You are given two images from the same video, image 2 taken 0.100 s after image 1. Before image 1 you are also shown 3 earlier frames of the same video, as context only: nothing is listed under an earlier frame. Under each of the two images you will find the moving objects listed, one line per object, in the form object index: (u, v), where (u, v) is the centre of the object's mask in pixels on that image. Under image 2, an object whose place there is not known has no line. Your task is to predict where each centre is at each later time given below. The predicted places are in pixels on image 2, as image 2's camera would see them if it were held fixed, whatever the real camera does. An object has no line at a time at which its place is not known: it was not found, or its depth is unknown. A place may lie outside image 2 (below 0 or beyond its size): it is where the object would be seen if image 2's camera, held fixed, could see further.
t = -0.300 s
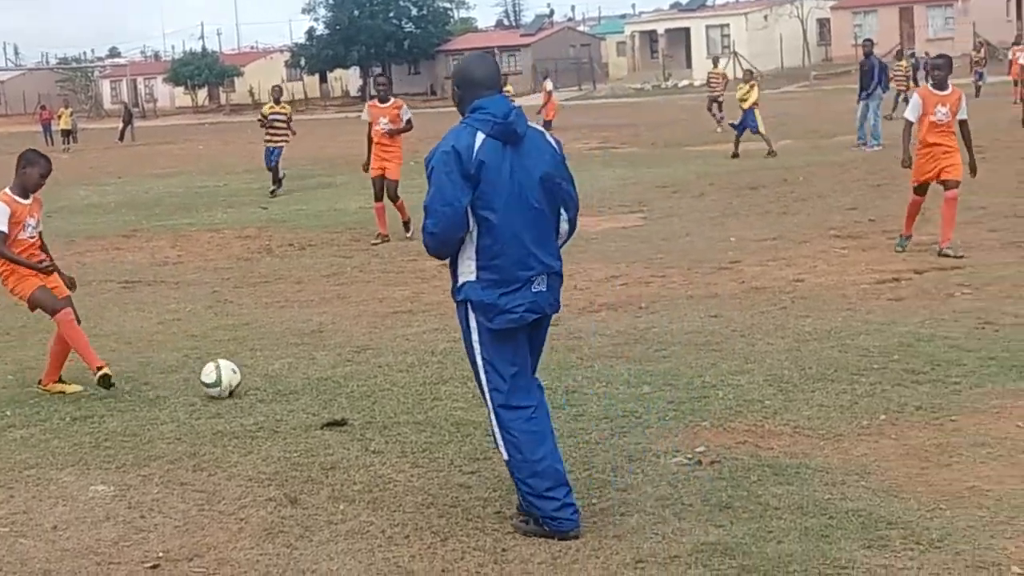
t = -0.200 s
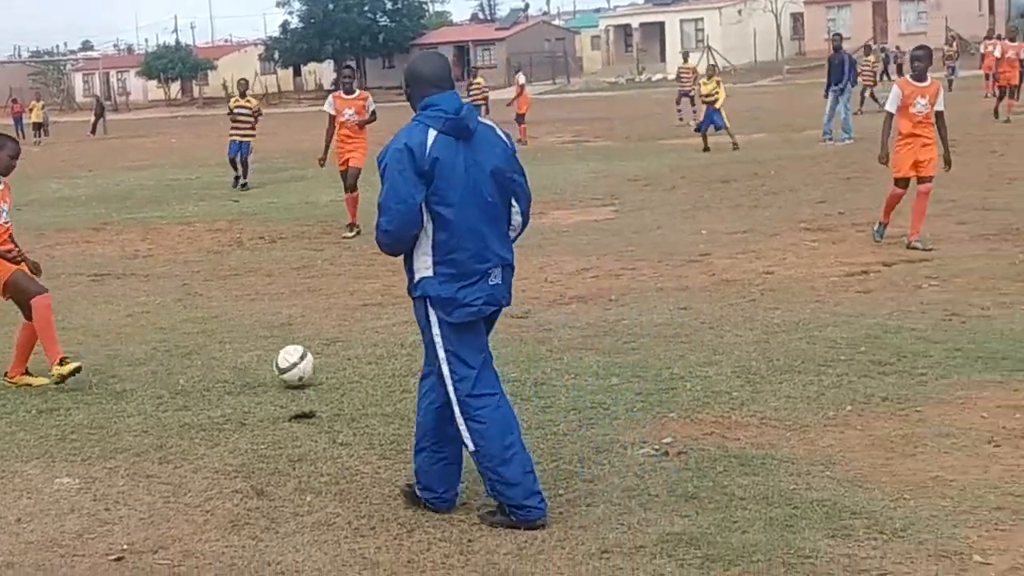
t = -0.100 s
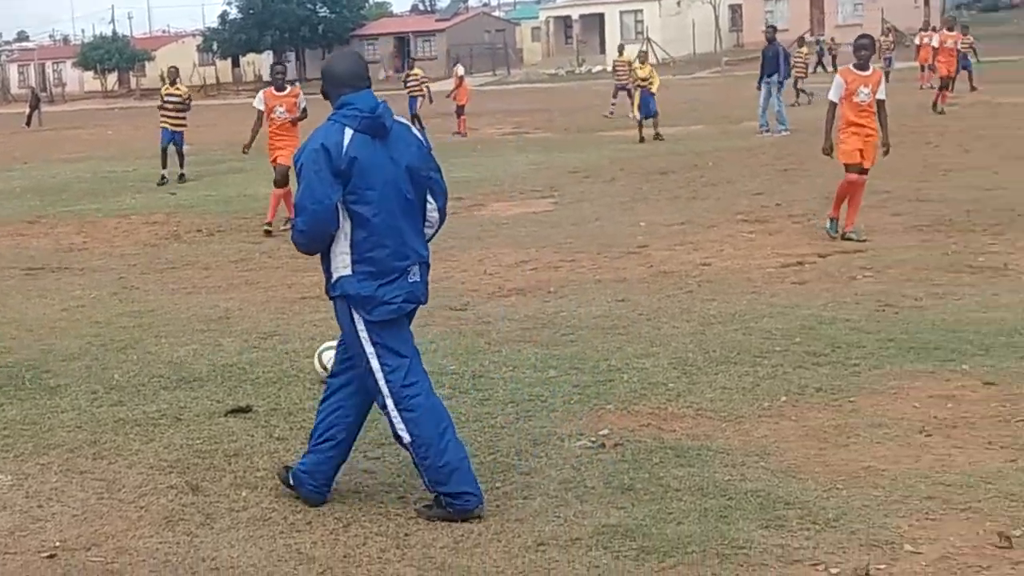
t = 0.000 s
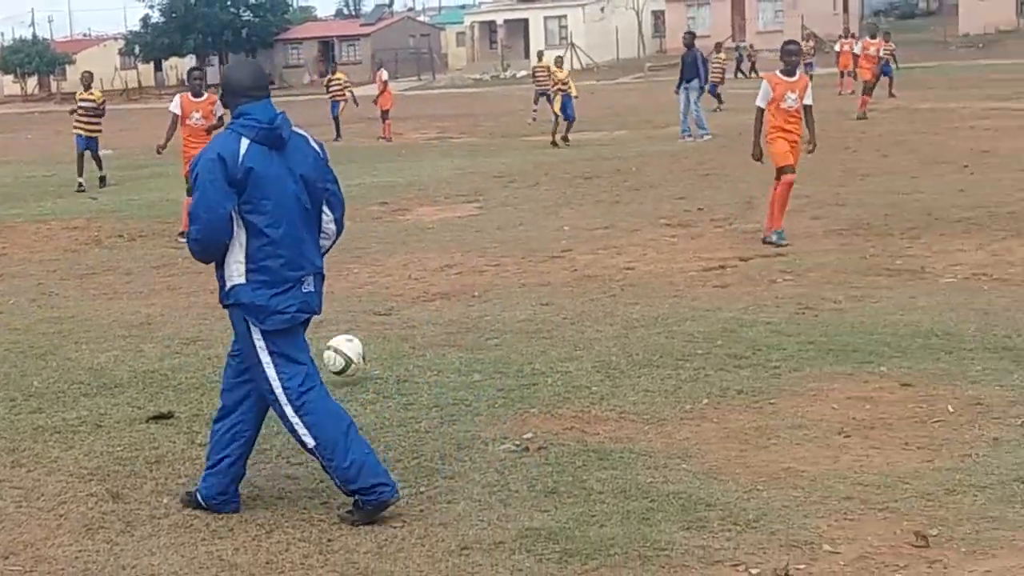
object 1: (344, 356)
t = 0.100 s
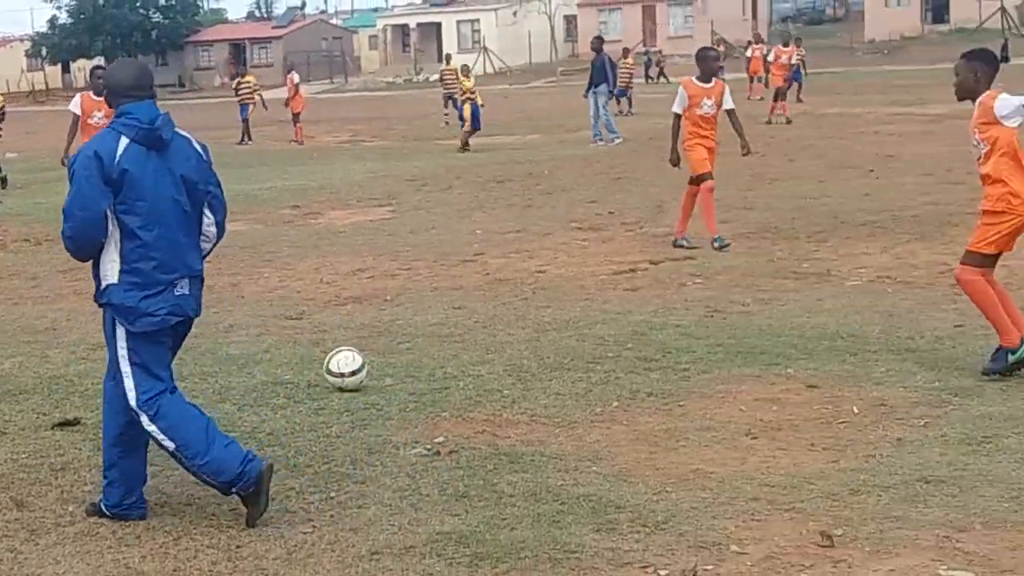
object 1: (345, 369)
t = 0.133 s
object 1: (374, 371)
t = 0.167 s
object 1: (398, 367)
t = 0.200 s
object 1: (422, 362)
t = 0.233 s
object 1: (447, 360)
